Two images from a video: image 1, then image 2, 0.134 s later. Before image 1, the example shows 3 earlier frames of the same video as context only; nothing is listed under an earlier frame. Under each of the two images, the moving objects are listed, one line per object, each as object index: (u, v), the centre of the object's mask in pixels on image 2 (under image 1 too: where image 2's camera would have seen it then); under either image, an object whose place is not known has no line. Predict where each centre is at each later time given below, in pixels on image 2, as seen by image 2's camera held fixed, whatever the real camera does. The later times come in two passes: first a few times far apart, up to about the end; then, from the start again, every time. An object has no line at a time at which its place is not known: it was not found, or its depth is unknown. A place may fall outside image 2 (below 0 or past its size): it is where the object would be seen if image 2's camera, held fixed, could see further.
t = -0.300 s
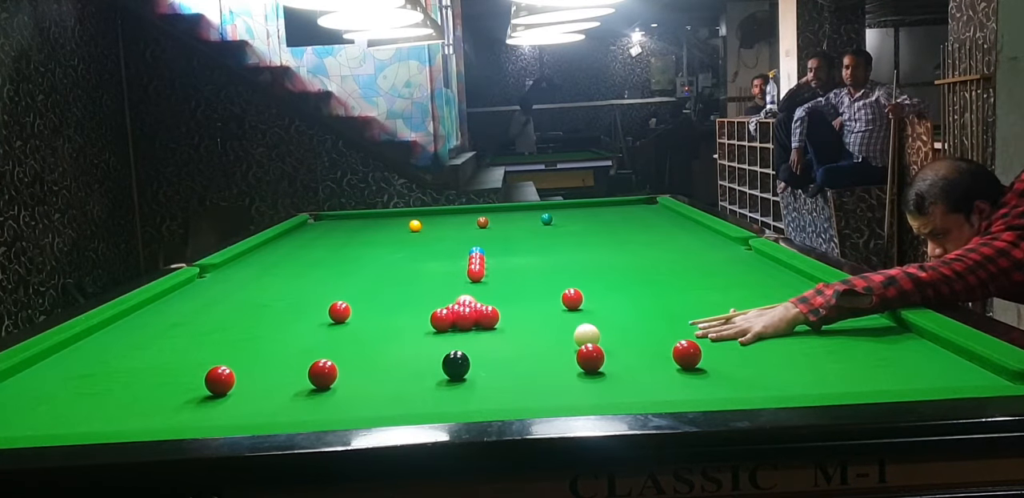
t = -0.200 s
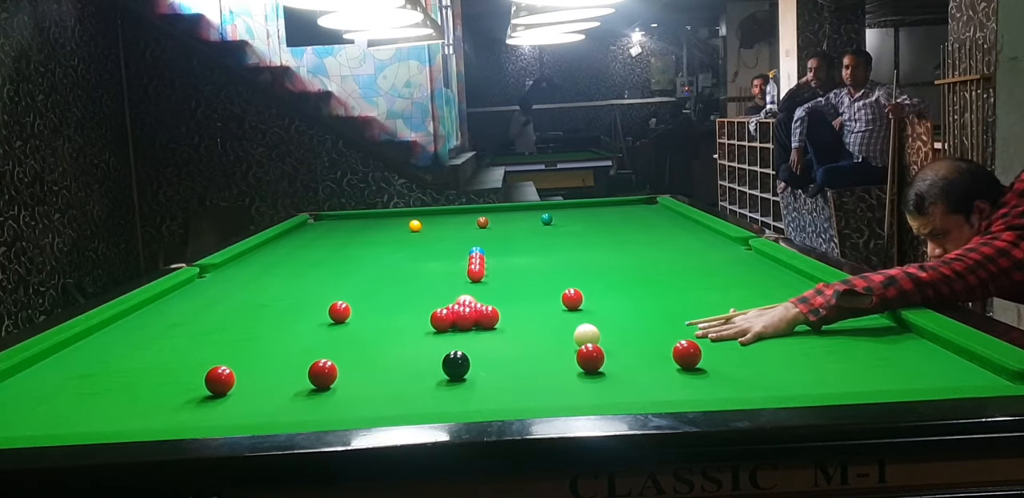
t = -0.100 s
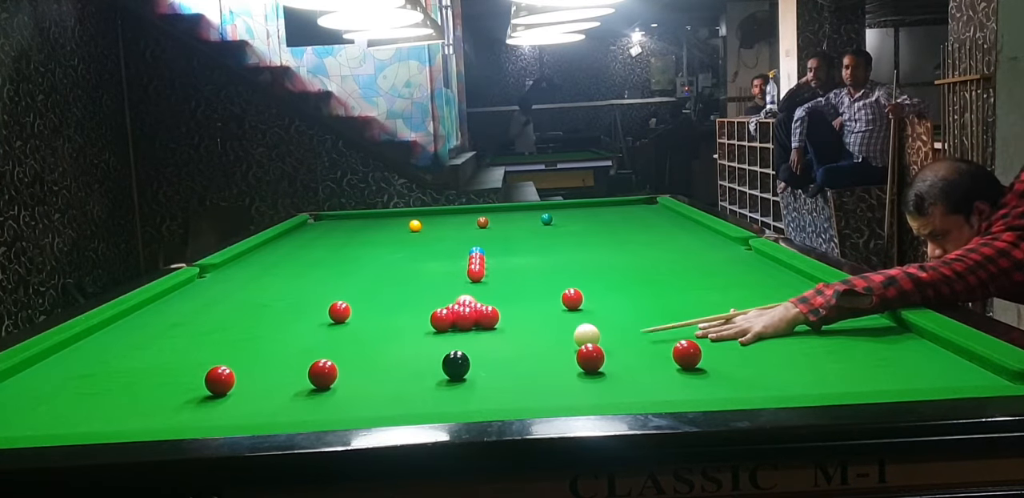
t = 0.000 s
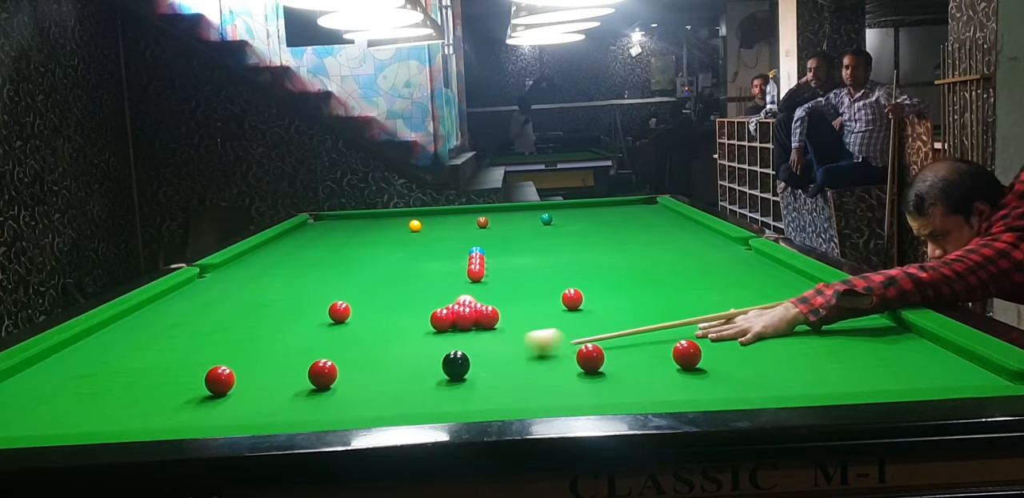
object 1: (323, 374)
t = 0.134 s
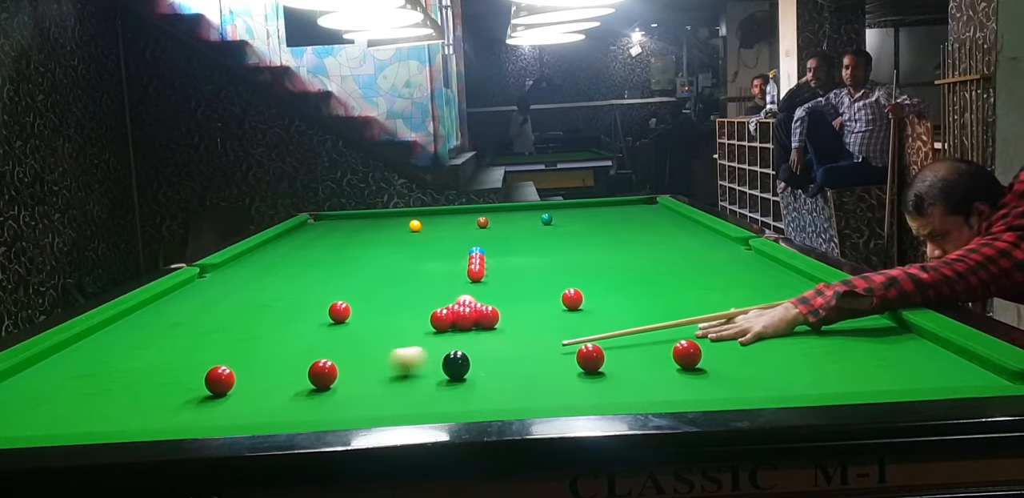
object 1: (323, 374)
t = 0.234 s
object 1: (286, 378)
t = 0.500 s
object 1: (78, 413)
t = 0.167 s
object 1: (323, 374)
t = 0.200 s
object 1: (315, 373)
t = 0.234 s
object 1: (286, 378)
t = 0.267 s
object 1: (258, 383)
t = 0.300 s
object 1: (230, 388)
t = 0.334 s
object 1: (205, 392)
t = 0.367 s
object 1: (178, 396)
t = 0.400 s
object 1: (154, 400)
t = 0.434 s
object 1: (129, 404)
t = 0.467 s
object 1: (104, 408)
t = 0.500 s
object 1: (78, 413)
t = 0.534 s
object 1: (52, 416)
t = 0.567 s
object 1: (25, 420)
